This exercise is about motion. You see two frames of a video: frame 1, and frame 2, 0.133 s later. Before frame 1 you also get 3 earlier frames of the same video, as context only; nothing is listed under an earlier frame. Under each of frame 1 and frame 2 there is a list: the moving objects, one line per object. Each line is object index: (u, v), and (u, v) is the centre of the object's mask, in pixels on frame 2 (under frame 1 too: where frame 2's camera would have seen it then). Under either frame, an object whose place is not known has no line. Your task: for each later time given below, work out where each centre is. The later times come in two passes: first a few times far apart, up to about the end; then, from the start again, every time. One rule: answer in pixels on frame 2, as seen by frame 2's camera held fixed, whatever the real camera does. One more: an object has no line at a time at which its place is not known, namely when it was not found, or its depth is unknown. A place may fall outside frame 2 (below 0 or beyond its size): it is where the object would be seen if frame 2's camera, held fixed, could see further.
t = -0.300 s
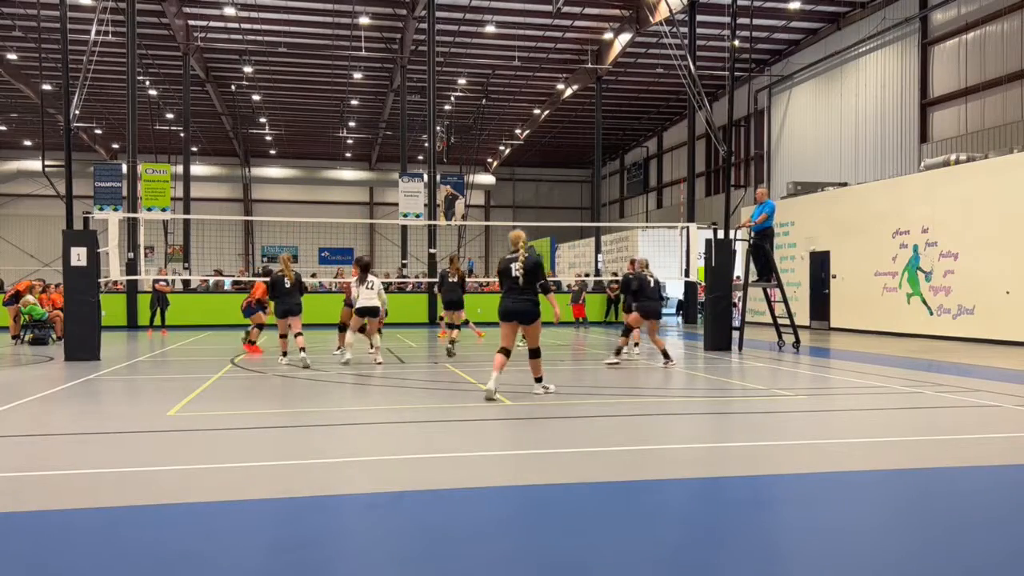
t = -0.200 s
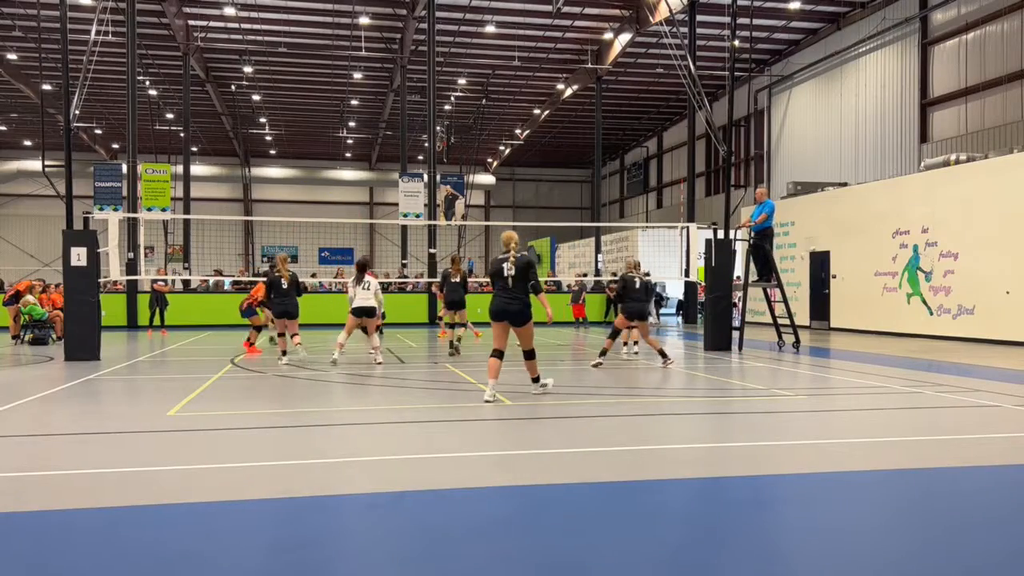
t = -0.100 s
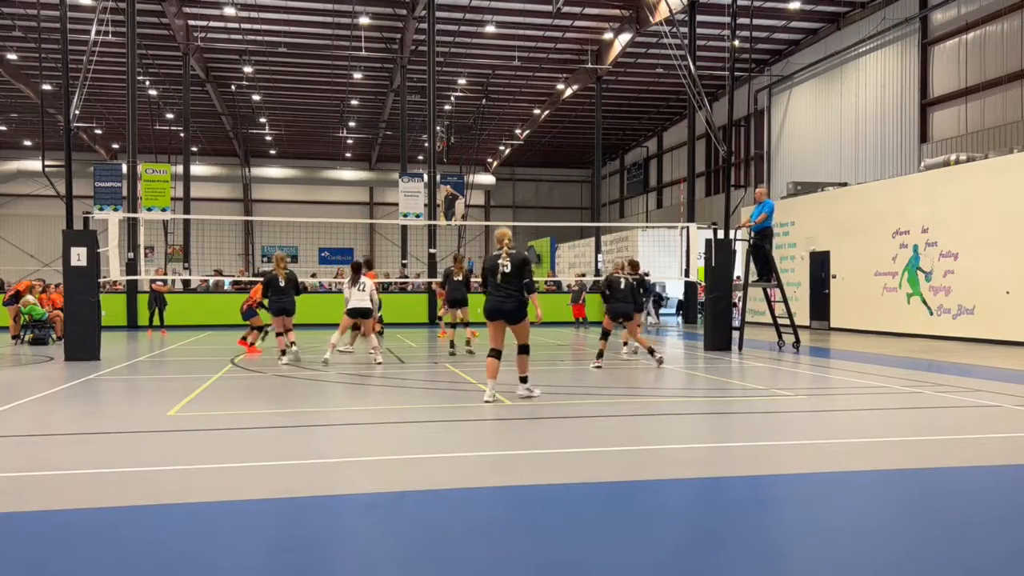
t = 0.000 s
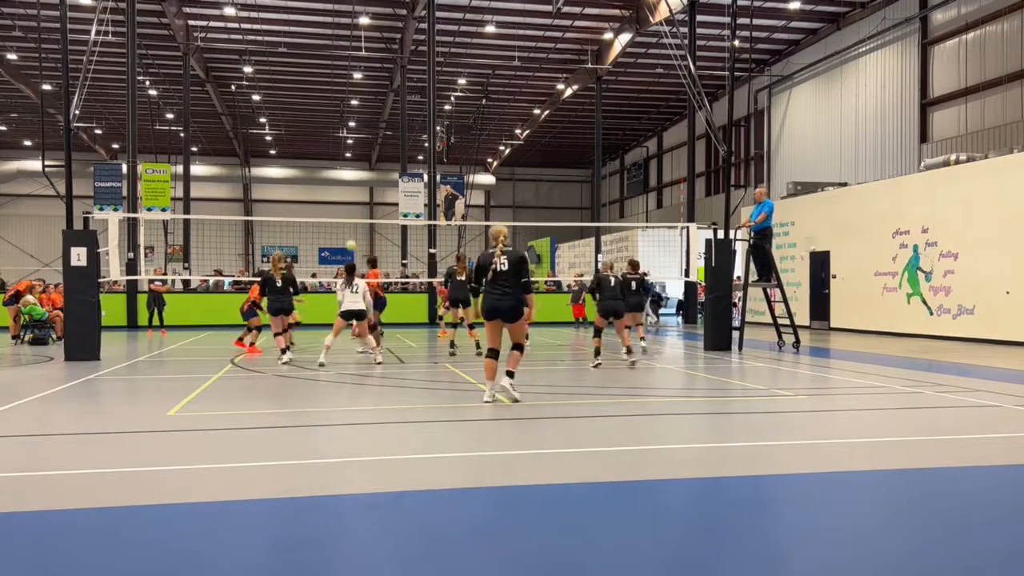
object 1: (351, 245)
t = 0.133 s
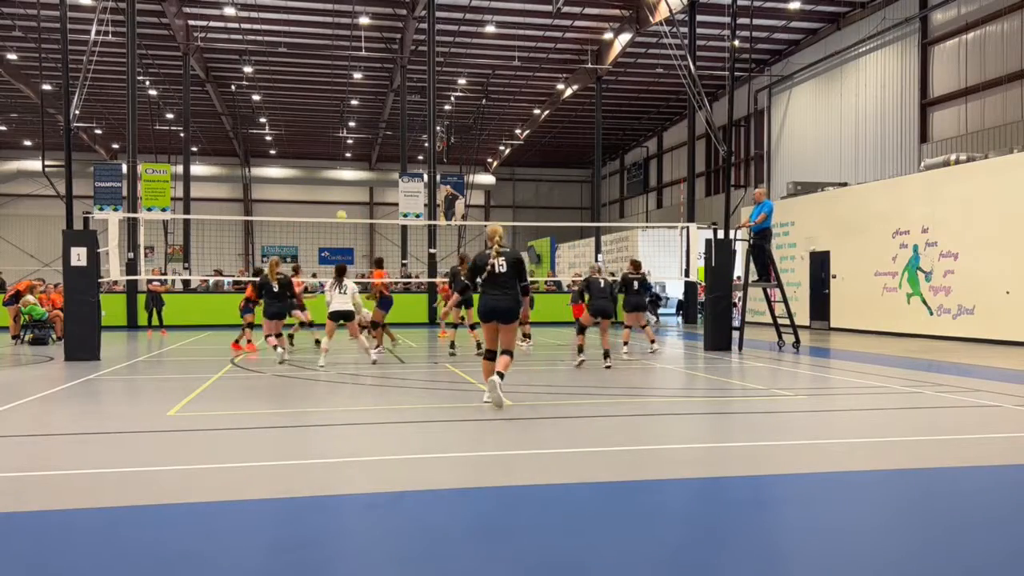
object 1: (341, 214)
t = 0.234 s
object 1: (334, 198)
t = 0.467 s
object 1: (313, 171)
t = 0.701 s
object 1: (289, 171)
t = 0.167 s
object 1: (339, 209)
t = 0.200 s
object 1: (336, 203)
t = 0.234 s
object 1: (334, 198)
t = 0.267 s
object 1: (331, 192)
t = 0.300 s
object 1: (328, 187)
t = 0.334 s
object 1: (325, 183)
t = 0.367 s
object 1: (322, 179)
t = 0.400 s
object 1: (319, 176)
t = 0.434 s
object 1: (316, 173)
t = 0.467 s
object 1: (313, 171)
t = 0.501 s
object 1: (310, 169)
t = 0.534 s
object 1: (307, 168)
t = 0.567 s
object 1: (303, 167)
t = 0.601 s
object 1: (300, 167)
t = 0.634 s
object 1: (296, 167)
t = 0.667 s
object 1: (293, 168)
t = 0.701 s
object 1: (289, 171)
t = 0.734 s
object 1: (286, 173)
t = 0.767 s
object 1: (282, 178)
